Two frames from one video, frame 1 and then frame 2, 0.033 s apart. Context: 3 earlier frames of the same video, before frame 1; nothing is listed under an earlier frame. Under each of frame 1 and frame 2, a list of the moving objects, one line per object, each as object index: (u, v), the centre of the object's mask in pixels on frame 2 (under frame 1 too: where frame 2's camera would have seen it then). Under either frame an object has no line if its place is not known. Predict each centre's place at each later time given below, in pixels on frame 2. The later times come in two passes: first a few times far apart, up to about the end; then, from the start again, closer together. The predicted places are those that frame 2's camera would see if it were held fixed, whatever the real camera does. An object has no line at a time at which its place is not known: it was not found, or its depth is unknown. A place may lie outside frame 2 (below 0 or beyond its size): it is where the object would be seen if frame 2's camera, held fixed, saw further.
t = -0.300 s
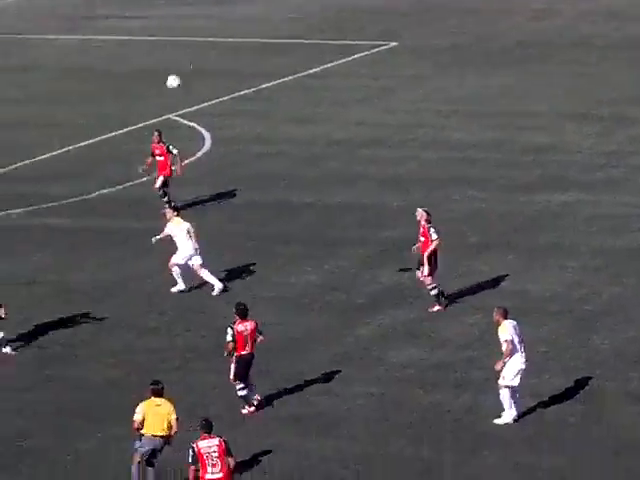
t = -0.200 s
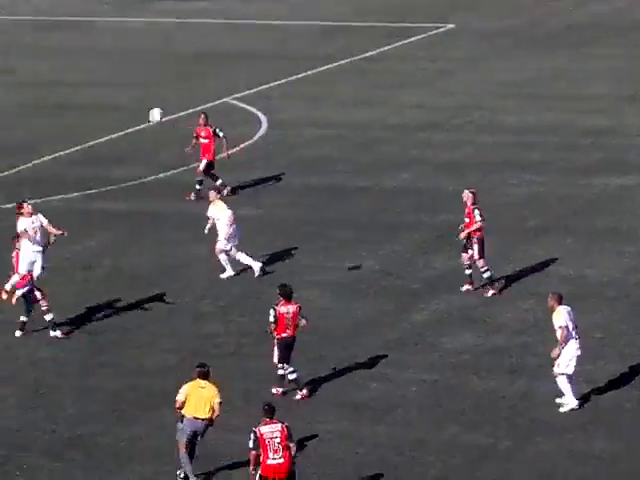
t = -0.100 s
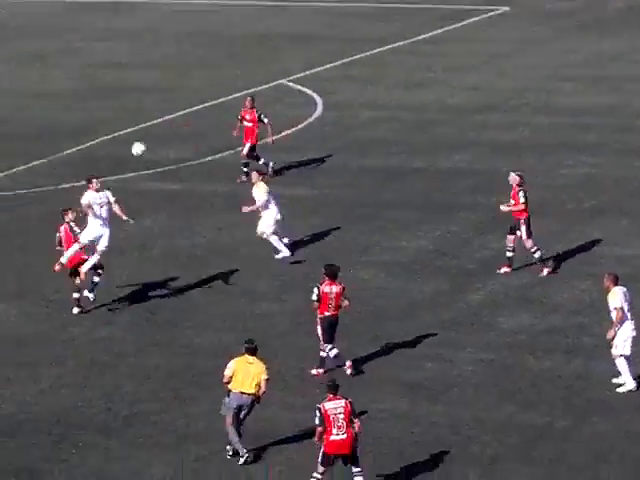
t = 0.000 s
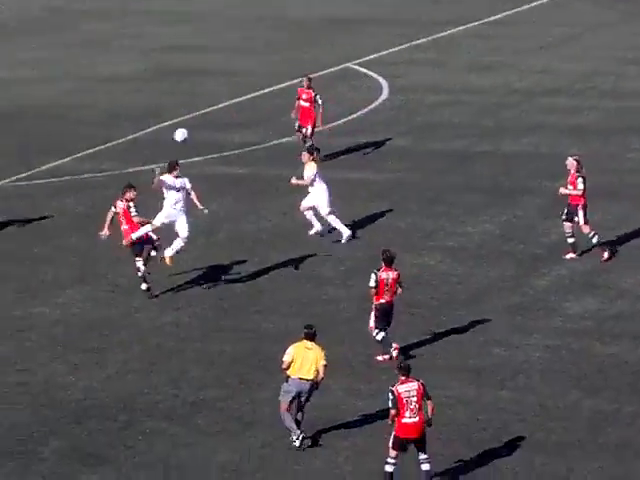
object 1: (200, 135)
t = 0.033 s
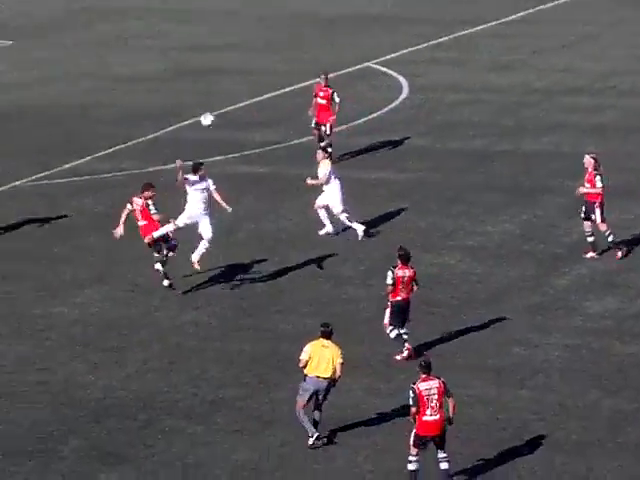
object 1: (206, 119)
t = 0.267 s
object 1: (248, 41)
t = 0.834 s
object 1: (326, 3)
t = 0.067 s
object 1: (214, 105)
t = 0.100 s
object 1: (220, 92)
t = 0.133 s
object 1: (225, 80)
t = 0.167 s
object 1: (232, 69)
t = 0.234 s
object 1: (243, 49)
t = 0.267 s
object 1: (248, 41)
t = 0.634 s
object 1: (301, -6)
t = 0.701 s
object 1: (308, -5)
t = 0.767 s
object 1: (317, -2)
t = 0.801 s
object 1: (321, 0)
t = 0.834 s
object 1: (326, 3)
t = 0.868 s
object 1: (330, 7)
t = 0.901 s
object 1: (332, 11)
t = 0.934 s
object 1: (337, 16)
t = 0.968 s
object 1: (341, 21)
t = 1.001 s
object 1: (344, 27)
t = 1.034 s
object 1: (348, 34)
